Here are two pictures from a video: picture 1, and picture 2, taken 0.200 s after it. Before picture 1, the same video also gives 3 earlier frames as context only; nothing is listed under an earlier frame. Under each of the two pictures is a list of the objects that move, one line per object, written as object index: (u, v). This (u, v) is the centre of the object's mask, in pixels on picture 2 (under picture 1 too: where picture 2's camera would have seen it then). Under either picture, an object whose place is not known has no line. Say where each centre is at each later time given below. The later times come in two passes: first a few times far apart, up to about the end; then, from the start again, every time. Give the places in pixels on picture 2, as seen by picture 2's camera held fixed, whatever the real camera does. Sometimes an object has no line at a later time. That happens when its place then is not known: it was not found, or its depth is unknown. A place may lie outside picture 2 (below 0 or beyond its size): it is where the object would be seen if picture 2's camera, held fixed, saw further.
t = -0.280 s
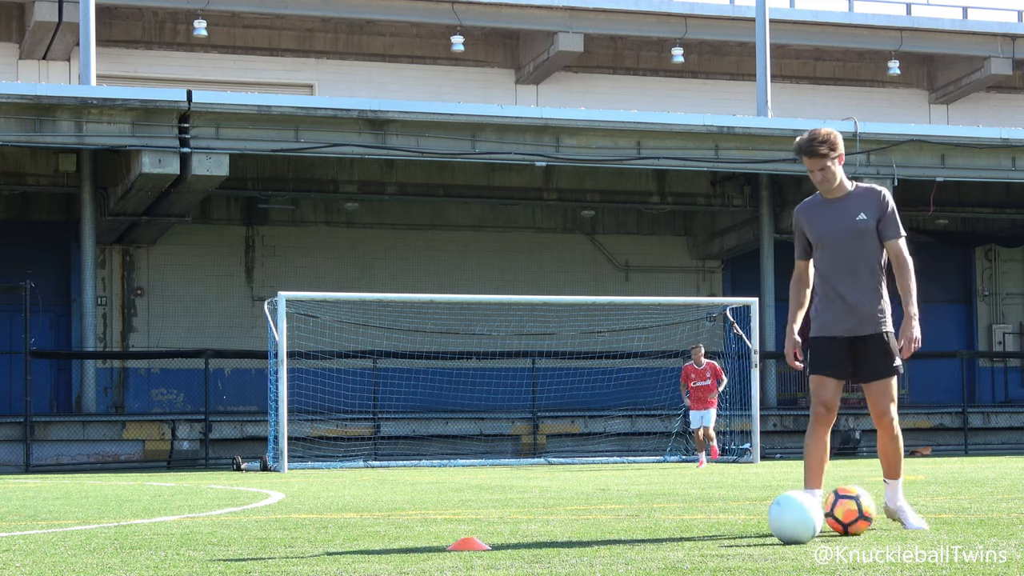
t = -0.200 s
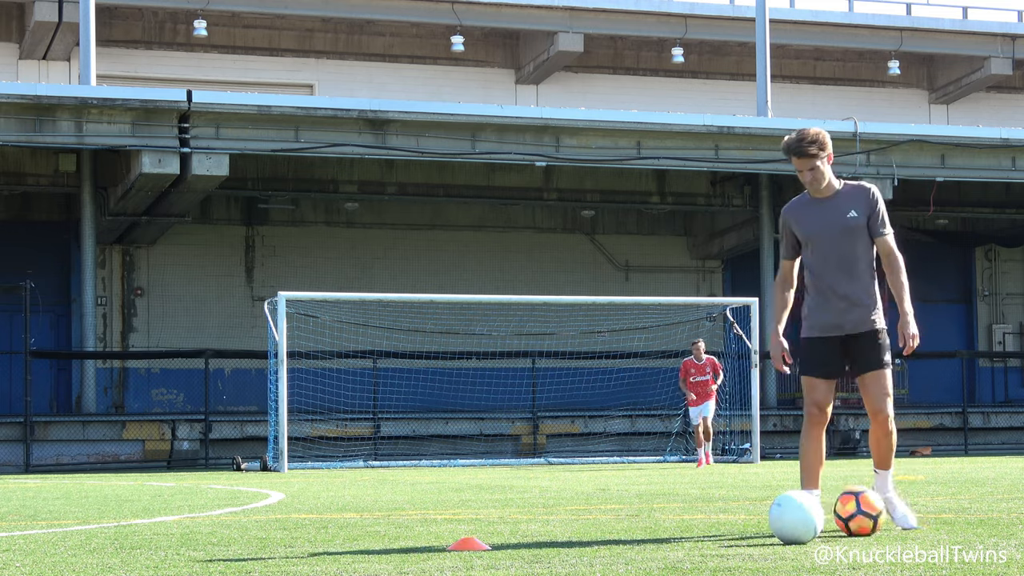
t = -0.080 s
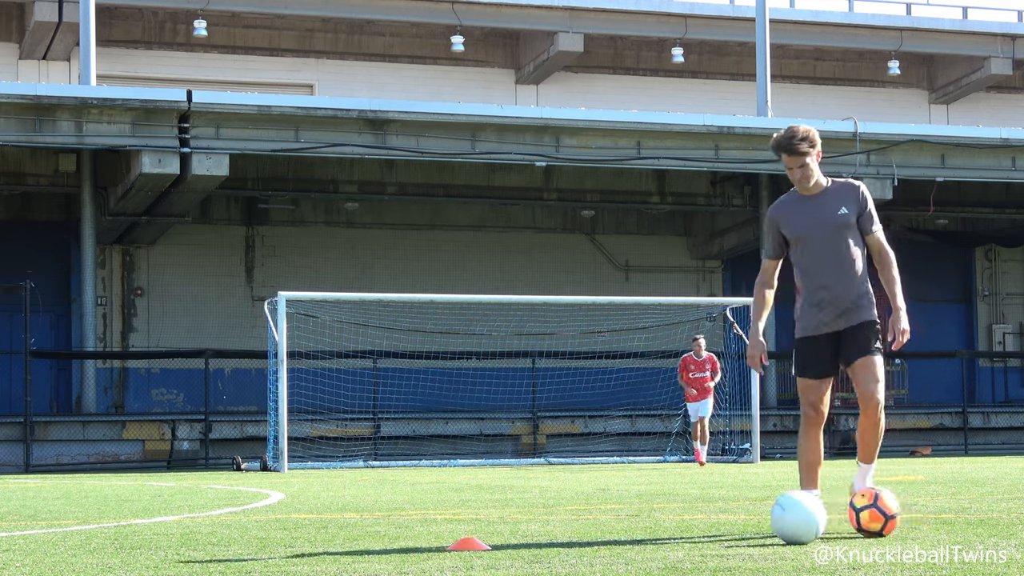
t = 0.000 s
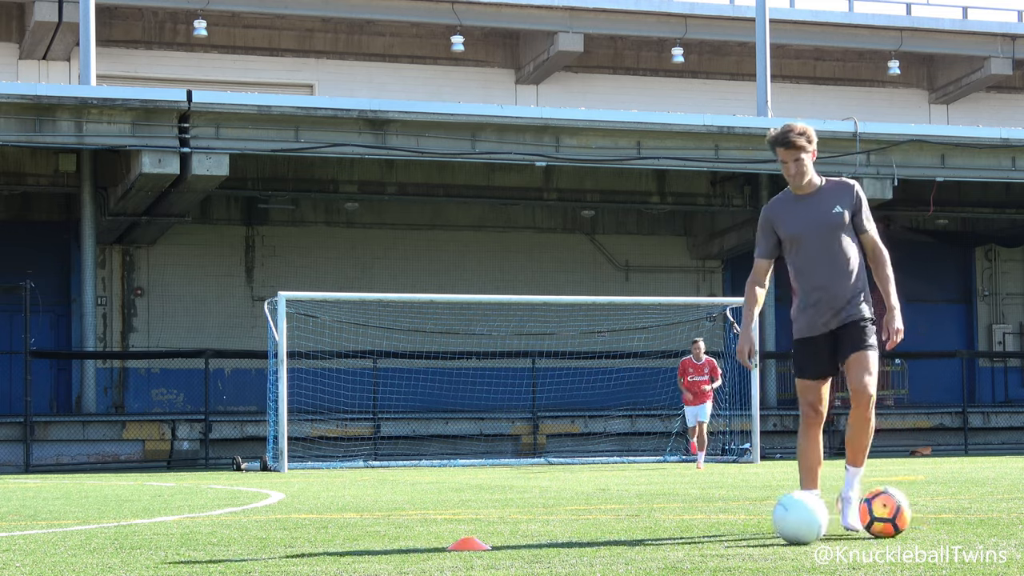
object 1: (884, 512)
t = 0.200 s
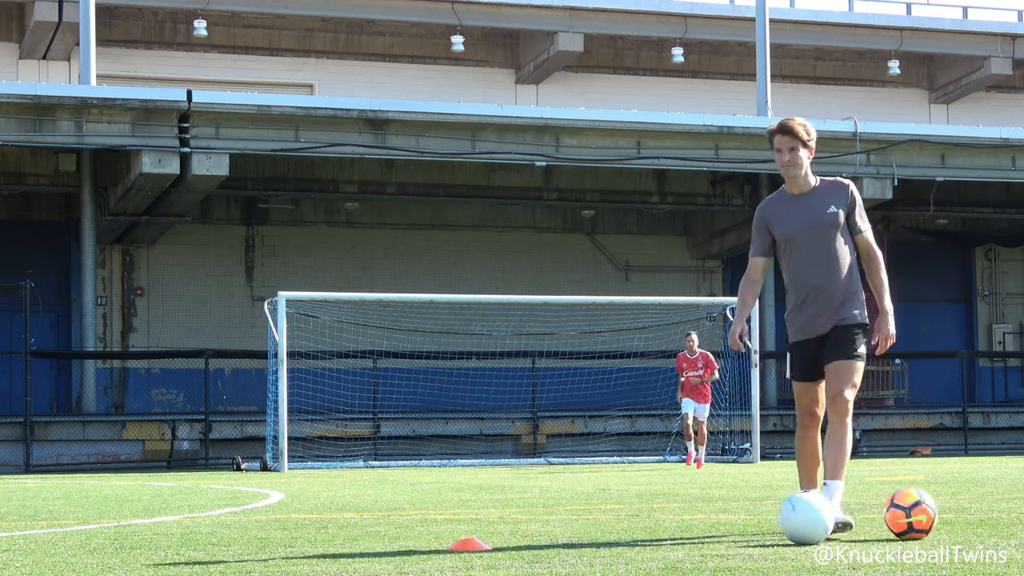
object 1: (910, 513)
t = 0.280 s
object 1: (921, 514)
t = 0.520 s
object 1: (949, 516)
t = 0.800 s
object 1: (979, 517)
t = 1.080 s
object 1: (1001, 519)
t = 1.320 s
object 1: (1012, 522)
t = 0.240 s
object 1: (916, 514)
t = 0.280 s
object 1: (921, 514)
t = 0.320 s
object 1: (926, 514)
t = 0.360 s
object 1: (931, 515)
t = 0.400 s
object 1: (935, 515)
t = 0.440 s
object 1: (940, 515)
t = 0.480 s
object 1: (945, 515)
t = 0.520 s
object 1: (949, 516)
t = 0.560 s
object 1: (953, 516)
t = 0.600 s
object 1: (958, 517)
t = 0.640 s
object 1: (963, 517)
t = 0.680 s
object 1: (966, 516)
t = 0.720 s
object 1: (970, 517)
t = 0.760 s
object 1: (975, 517)
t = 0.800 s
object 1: (979, 517)
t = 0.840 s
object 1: (983, 517)
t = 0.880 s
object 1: (987, 518)
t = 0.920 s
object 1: (990, 519)
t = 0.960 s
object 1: (994, 518)
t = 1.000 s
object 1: (997, 520)
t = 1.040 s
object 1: (999, 520)
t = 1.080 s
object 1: (1001, 519)
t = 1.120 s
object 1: (1003, 520)
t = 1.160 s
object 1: (1005, 521)
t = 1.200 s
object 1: (1007, 522)
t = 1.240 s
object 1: (1009, 521)
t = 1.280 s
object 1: (1010, 520)
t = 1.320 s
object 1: (1012, 522)
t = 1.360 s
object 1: (1013, 522)
